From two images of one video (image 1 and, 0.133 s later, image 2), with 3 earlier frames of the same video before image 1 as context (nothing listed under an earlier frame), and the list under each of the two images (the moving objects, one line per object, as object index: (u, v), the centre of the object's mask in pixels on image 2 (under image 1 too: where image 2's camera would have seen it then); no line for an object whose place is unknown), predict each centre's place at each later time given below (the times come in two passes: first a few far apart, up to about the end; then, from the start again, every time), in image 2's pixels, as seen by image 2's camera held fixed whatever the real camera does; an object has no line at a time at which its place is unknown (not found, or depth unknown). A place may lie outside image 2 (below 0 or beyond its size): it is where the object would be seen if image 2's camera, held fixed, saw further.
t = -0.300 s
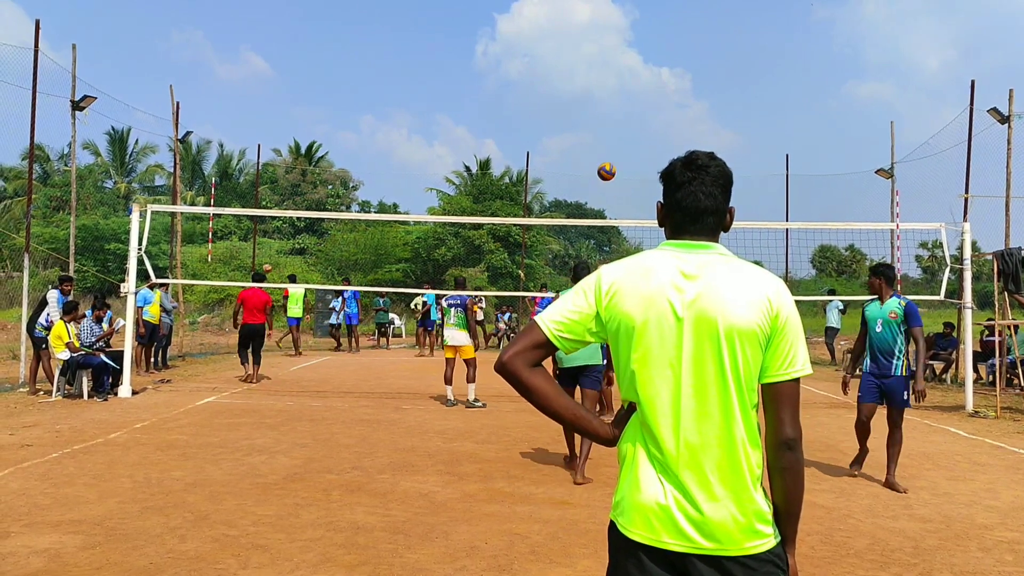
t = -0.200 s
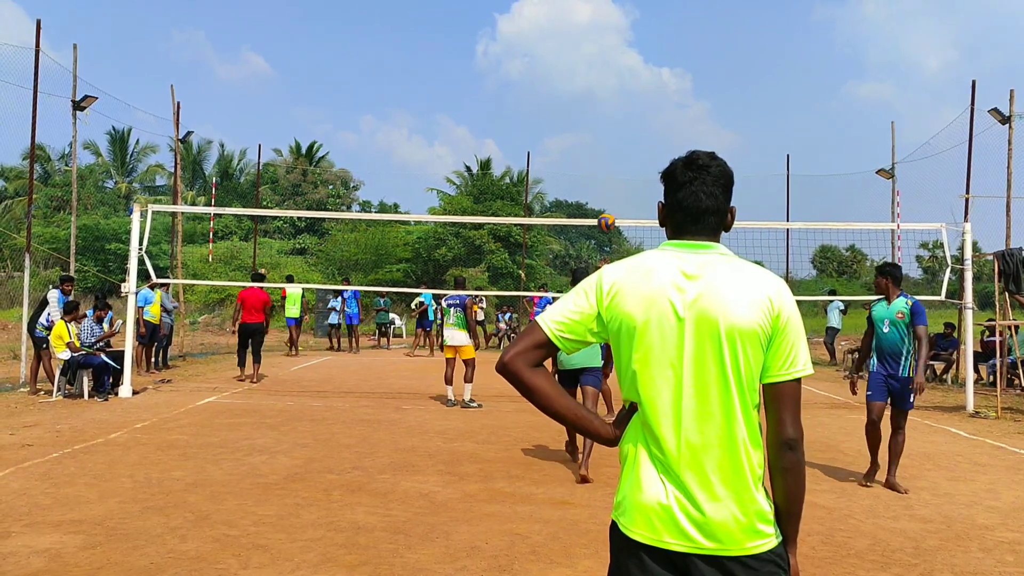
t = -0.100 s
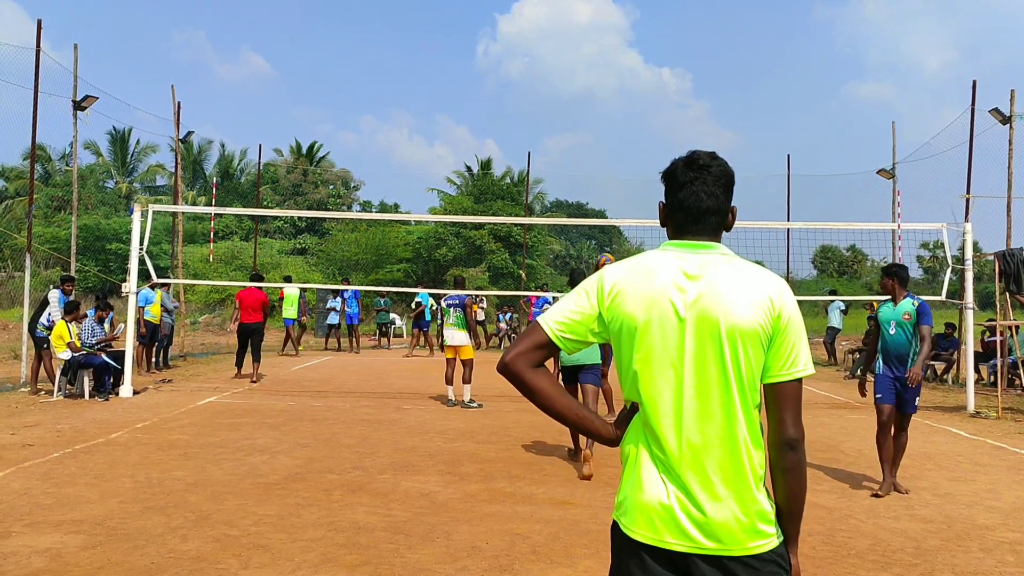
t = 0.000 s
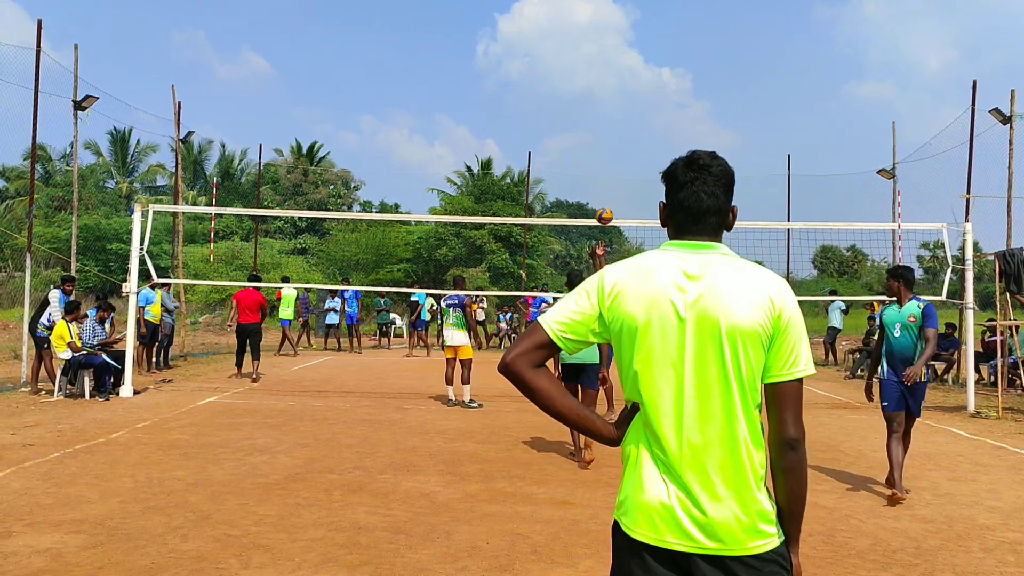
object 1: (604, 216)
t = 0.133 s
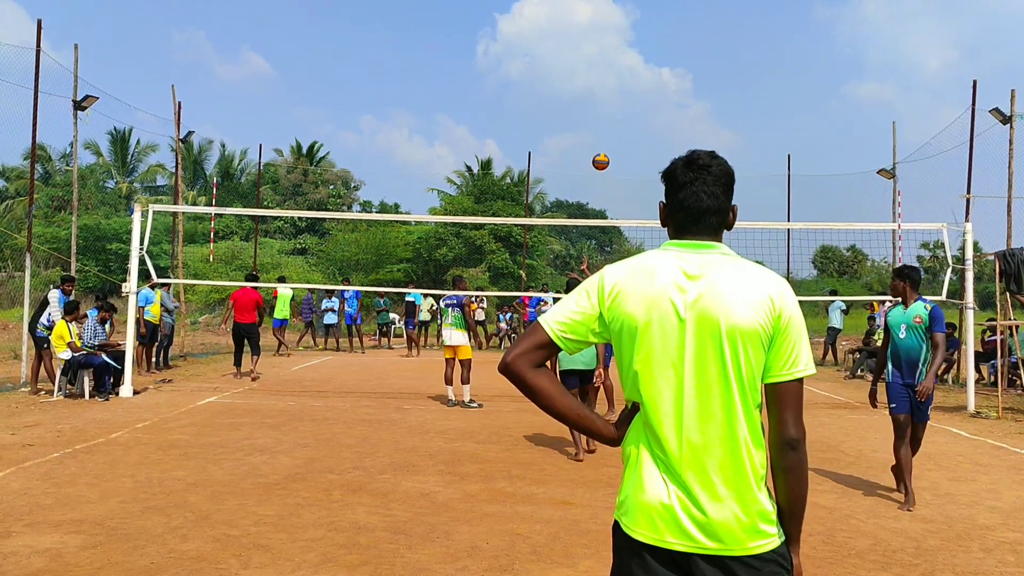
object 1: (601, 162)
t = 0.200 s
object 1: (598, 140)
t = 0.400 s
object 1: (590, 98)
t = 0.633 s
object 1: (579, 89)
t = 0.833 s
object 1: (568, 115)
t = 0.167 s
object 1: (599, 150)
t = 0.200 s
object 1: (598, 140)
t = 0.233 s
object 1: (597, 131)
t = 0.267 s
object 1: (596, 123)
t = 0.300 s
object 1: (594, 115)
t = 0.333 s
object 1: (593, 108)
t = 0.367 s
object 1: (591, 103)
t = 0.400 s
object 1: (590, 98)
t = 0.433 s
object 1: (588, 94)
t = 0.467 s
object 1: (587, 91)
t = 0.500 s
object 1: (585, 89)
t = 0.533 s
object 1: (584, 88)
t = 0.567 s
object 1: (582, 87)
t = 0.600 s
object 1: (580, 88)
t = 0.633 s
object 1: (579, 89)
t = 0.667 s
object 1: (577, 91)
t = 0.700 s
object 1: (575, 94)
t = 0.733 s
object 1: (573, 98)
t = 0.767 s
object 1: (572, 103)
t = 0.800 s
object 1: (570, 108)
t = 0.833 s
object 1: (568, 115)
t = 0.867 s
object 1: (566, 122)
